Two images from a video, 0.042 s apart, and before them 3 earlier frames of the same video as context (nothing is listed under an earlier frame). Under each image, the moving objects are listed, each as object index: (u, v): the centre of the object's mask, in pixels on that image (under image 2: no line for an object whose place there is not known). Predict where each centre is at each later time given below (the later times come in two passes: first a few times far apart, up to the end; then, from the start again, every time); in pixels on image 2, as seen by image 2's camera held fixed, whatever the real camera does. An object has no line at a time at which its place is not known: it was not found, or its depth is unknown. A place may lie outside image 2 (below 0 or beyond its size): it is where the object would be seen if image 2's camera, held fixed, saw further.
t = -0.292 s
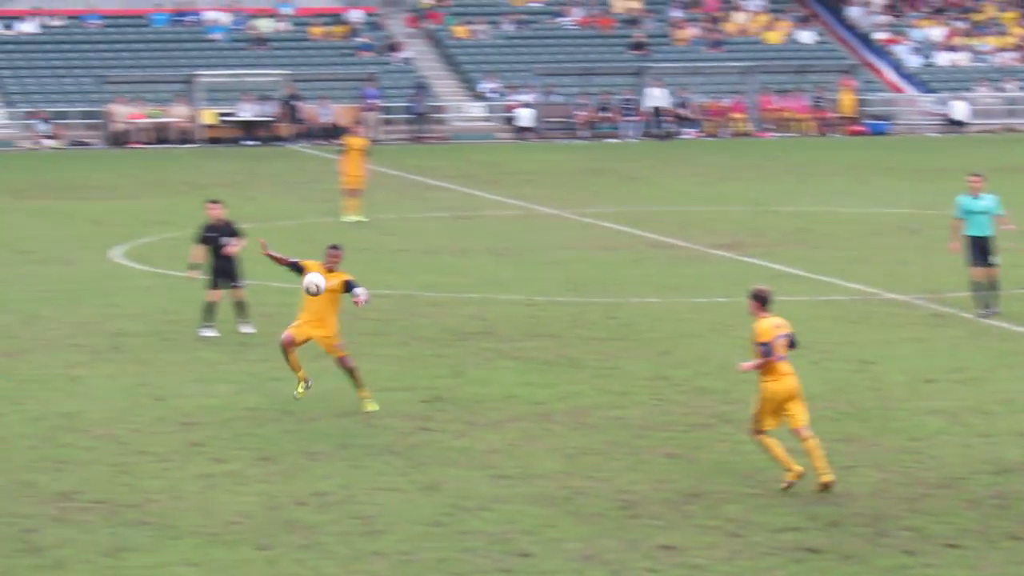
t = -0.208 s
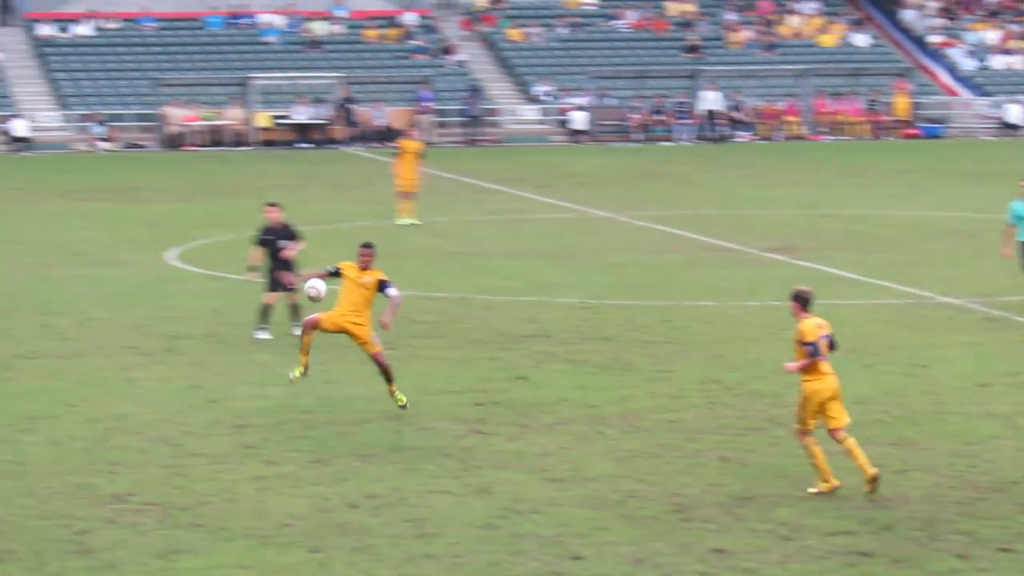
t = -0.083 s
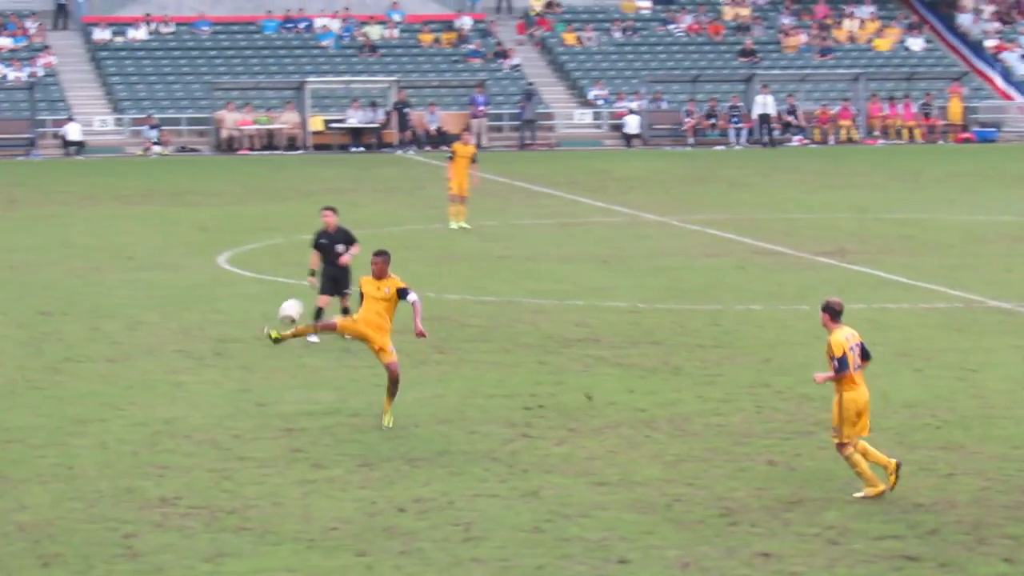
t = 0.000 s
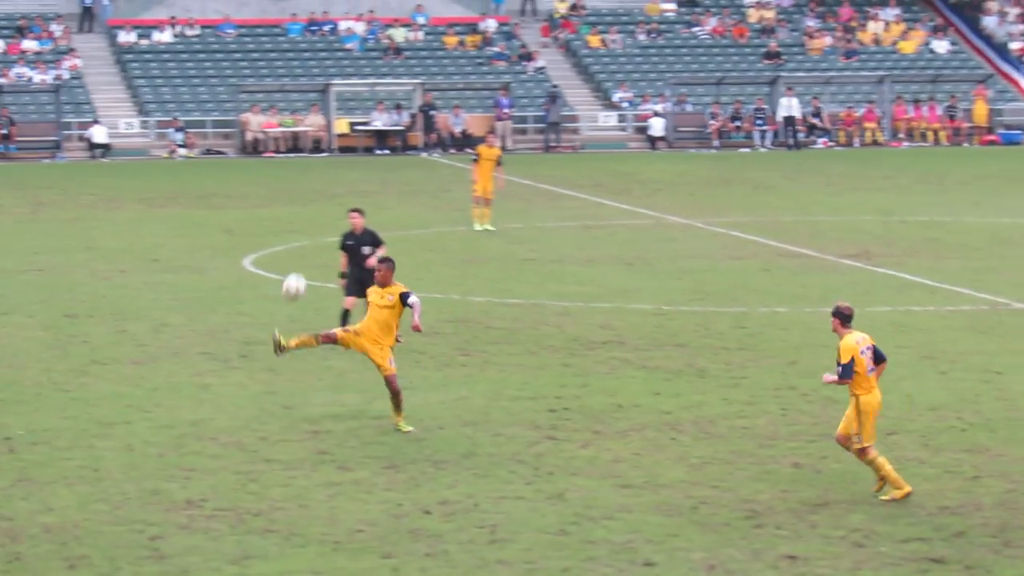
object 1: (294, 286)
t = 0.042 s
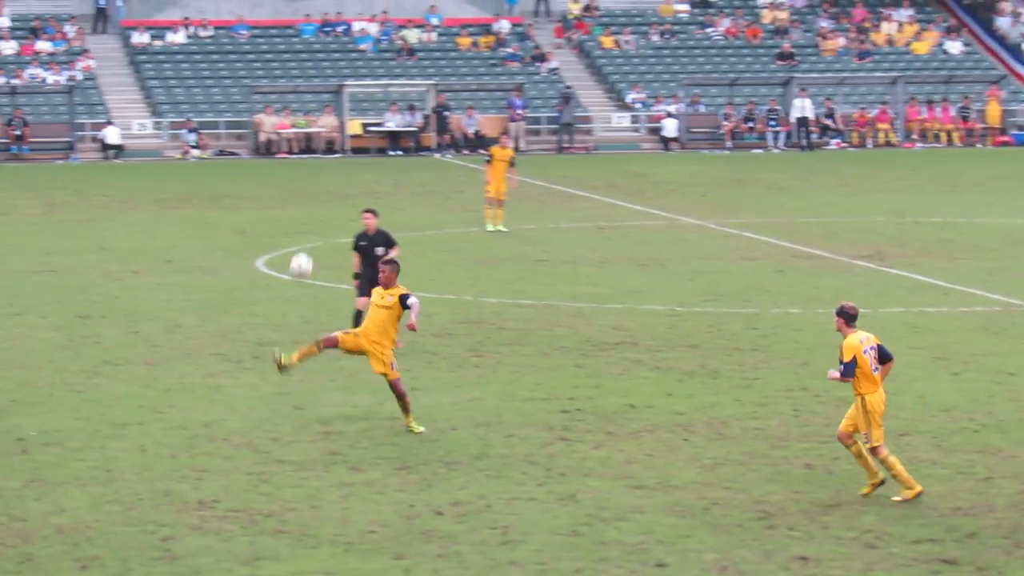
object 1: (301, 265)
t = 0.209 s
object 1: (278, 197)
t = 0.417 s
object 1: (251, 150)
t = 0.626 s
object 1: (226, 146)
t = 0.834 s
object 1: (202, 186)
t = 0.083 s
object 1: (295, 246)
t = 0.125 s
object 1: (290, 228)
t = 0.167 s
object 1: (284, 212)
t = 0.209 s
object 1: (278, 197)
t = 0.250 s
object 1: (273, 184)
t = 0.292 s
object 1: (268, 174)
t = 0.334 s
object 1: (262, 164)
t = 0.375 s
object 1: (257, 156)
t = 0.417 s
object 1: (251, 150)
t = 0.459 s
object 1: (246, 146)
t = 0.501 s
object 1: (241, 143)
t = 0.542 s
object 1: (236, 142)
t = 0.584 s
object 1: (231, 143)
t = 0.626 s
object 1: (226, 146)
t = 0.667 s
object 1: (221, 151)
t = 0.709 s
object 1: (217, 157)
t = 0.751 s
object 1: (212, 165)
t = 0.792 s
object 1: (208, 175)
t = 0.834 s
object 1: (202, 186)
